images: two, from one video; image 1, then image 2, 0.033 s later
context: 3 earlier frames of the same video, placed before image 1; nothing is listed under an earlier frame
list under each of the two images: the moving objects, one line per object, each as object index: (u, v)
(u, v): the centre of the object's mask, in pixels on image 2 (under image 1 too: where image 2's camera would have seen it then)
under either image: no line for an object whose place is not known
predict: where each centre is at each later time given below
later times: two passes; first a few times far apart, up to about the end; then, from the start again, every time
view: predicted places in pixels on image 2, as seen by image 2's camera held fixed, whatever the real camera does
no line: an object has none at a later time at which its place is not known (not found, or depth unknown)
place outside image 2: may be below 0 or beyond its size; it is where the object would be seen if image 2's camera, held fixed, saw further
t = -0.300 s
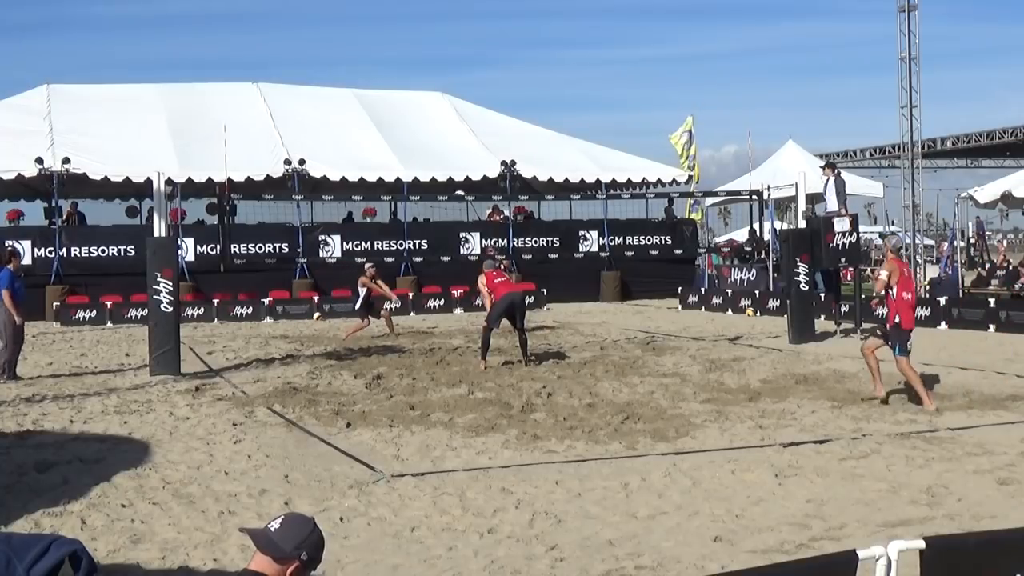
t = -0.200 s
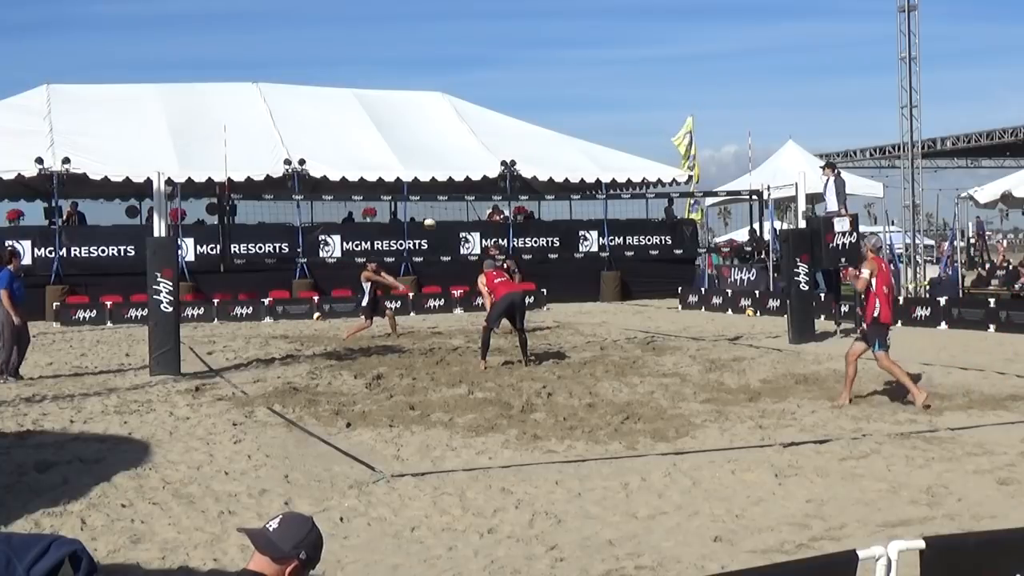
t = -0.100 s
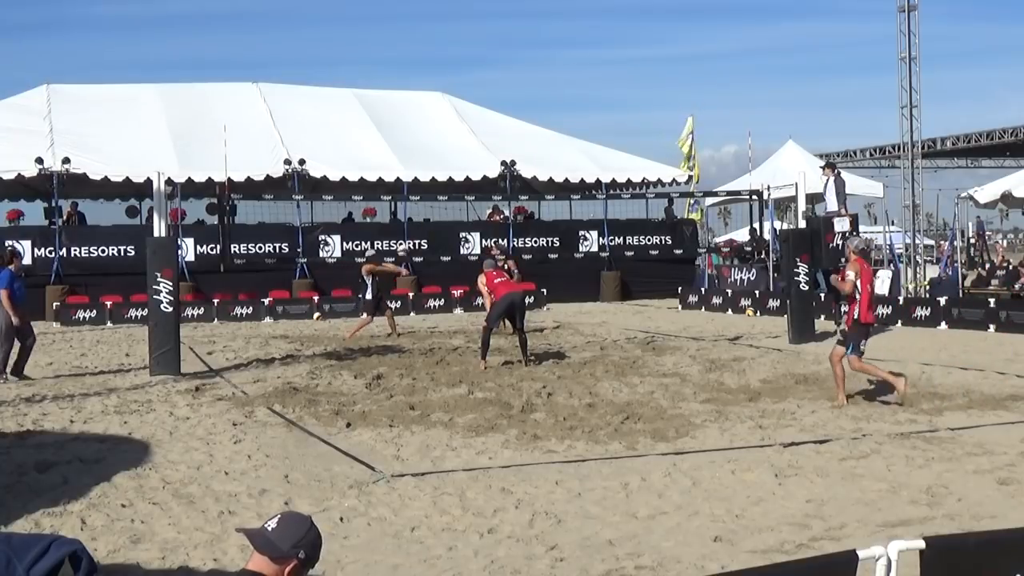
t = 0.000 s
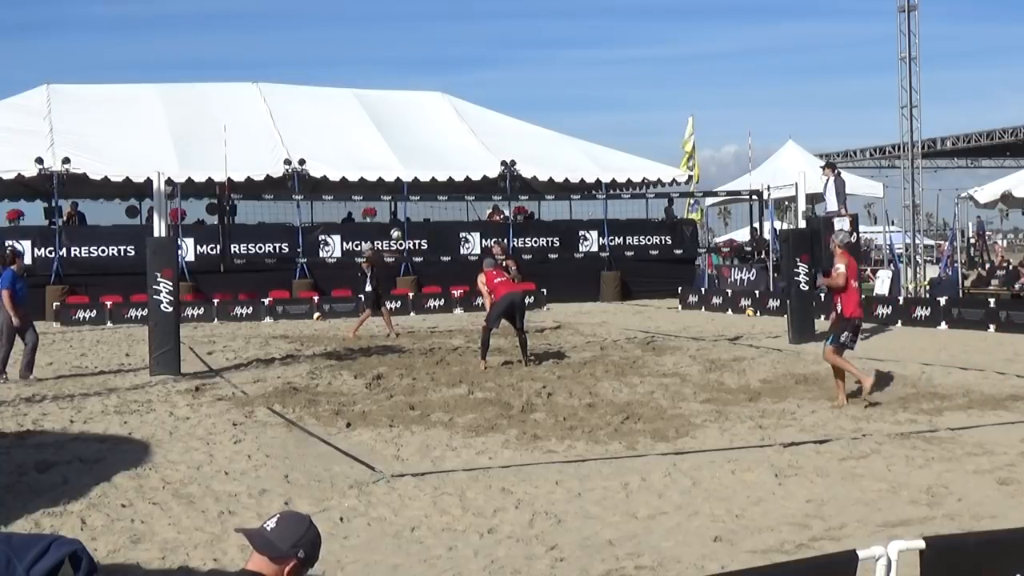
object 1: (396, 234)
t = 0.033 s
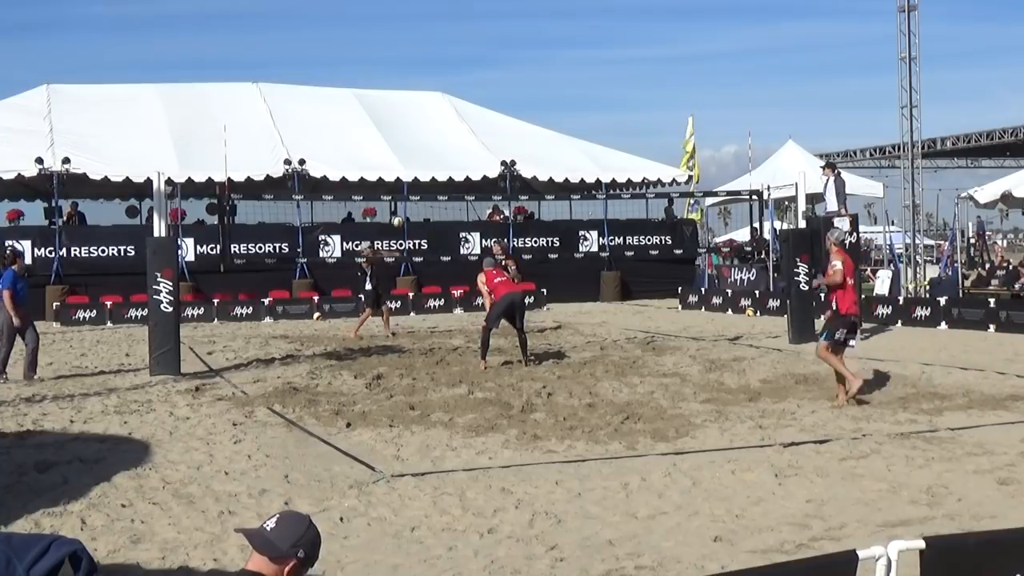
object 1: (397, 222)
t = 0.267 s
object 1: (405, 147)
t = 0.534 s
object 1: (417, 96)
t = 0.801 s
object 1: (431, 83)
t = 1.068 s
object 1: (447, 111)
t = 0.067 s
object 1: (398, 209)
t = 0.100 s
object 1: (400, 193)
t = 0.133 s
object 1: (399, 185)
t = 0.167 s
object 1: (401, 175)
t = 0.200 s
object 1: (402, 165)
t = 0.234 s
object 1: (404, 156)
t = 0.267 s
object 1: (405, 147)
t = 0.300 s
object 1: (407, 139)
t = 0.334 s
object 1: (408, 131)
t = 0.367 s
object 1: (409, 123)
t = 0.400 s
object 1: (411, 116)
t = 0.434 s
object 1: (412, 110)
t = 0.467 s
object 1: (414, 105)
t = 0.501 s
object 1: (415, 100)
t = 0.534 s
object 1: (417, 96)
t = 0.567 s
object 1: (418, 92)
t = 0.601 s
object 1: (420, 89)
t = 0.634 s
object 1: (422, 86)
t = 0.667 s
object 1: (424, 85)
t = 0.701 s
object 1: (426, 83)
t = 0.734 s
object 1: (428, 82)
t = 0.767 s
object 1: (429, 82)
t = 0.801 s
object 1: (431, 83)
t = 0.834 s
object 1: (433, 84)
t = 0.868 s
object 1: (435, 85)
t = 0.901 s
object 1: (437, 88)
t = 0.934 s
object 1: (439, 92)
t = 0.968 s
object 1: (441, 95)
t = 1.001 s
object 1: (443, 100)
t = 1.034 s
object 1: (445, 105)
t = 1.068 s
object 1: (447, 111)
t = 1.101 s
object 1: (449, 117)
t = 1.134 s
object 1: (451, 124)
